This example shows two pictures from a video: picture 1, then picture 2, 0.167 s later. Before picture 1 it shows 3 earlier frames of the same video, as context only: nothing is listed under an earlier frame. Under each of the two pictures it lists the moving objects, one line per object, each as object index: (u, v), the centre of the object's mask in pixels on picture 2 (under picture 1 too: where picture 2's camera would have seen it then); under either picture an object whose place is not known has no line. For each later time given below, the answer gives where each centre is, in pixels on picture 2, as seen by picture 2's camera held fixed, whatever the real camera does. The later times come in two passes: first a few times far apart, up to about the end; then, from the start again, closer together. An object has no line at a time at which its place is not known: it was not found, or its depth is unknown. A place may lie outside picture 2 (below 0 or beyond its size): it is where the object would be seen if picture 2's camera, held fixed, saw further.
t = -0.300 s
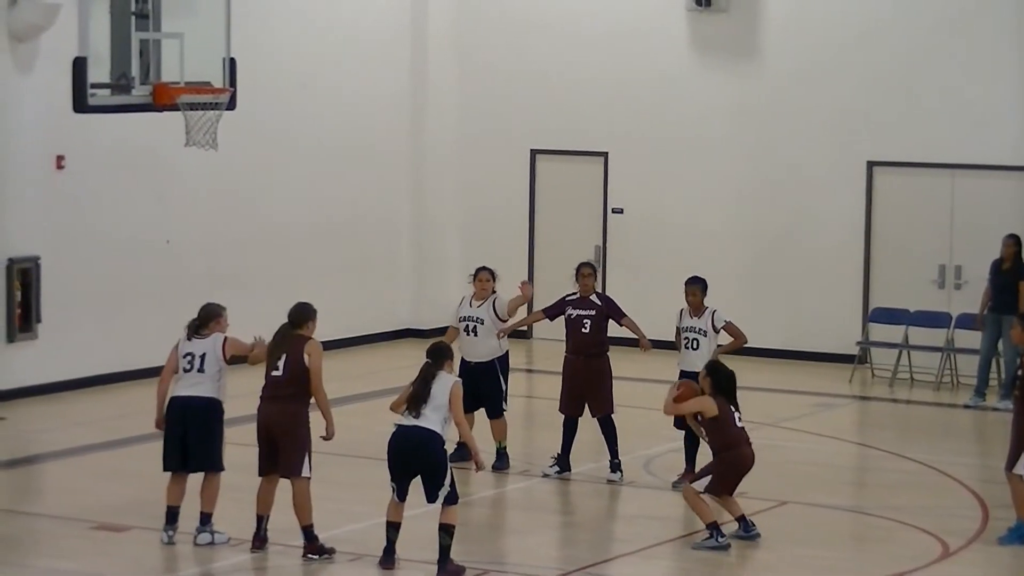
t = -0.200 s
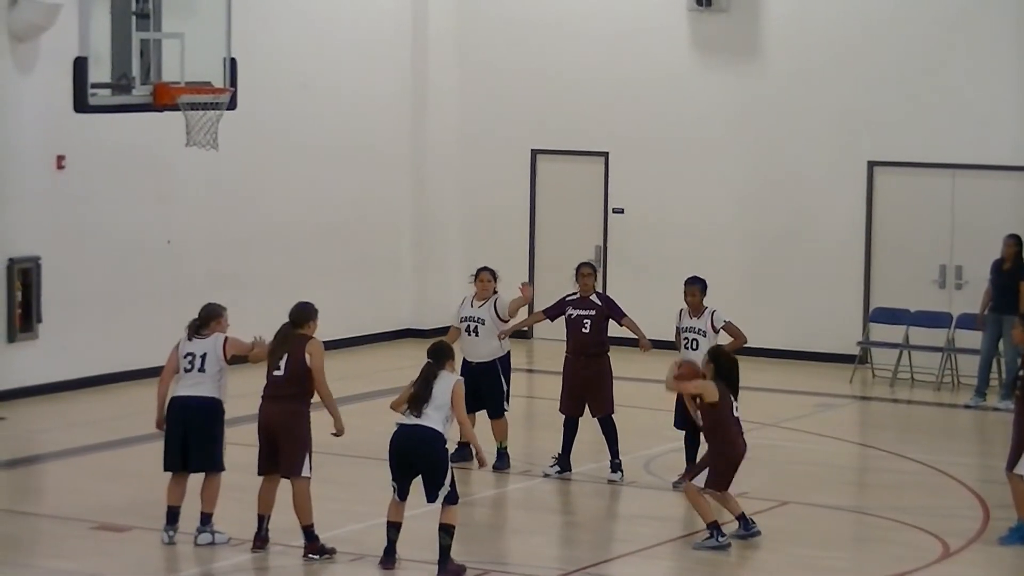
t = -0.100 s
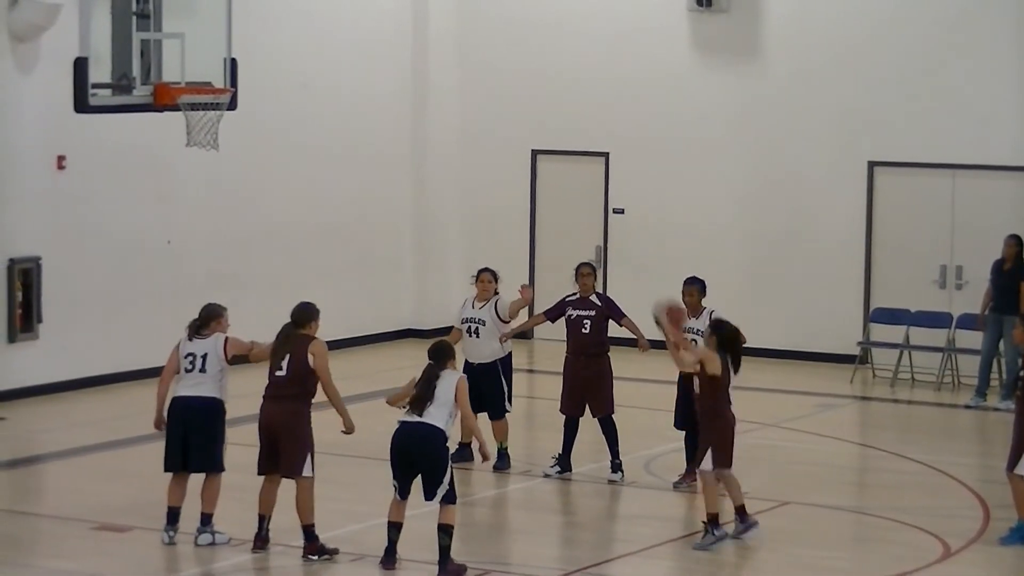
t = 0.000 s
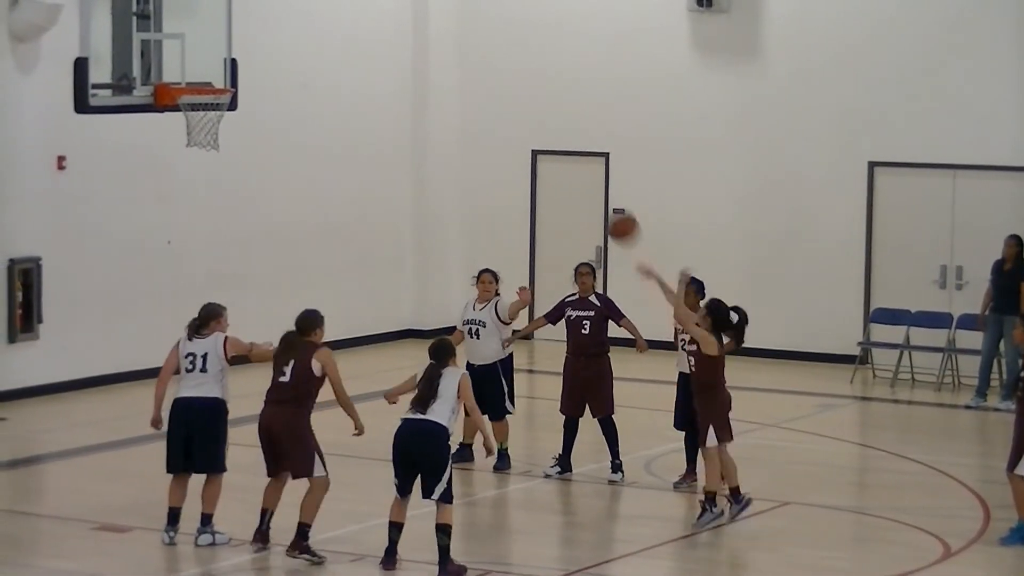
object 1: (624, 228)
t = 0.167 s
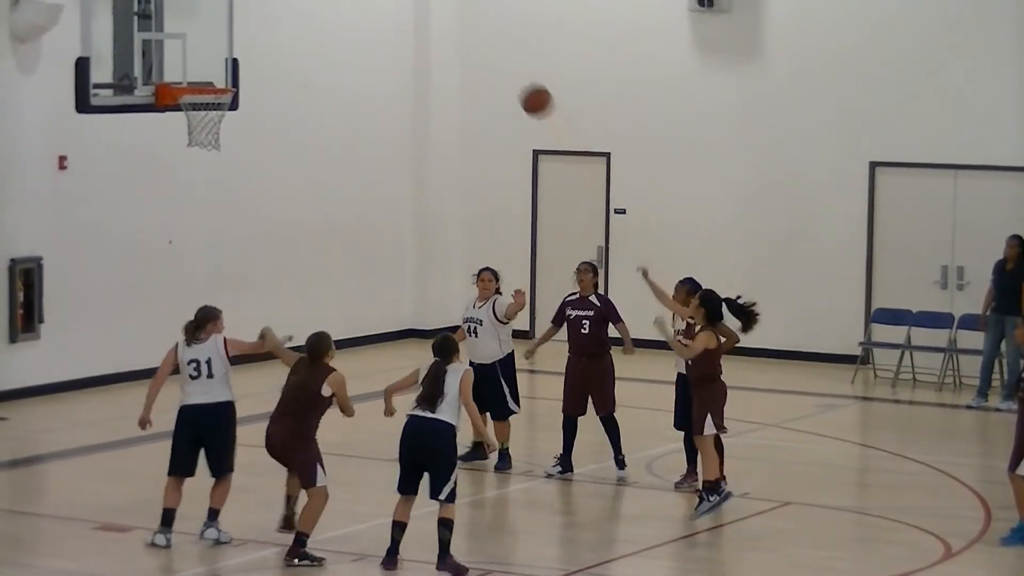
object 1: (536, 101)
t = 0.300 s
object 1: (470, 29)
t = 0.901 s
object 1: (195, 14)
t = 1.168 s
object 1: (280, 93)
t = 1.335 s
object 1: (350, 151)
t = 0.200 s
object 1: (519, 80)
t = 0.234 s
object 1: (502, 61)
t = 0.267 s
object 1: (486, 44)
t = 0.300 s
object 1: (470, 29)
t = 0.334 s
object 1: (454, 15)
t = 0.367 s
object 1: (437, 8)
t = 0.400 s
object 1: (419, 4)
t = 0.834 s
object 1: (223, 4)
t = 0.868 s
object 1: (209, 8)
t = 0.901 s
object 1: (195, 14)
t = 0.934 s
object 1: (194, 22)
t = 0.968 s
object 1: (205, 32)
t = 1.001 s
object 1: (216, 44)
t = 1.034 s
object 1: (228, 57)
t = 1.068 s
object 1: (240, 72)
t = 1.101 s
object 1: (253, 80)
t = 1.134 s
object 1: (266, 86)
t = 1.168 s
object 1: (280, 93)
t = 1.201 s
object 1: (294, 102)
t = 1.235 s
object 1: (308, 112)
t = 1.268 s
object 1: (322, 124)
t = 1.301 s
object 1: (336, 137)
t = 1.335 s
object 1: (350, 151)
